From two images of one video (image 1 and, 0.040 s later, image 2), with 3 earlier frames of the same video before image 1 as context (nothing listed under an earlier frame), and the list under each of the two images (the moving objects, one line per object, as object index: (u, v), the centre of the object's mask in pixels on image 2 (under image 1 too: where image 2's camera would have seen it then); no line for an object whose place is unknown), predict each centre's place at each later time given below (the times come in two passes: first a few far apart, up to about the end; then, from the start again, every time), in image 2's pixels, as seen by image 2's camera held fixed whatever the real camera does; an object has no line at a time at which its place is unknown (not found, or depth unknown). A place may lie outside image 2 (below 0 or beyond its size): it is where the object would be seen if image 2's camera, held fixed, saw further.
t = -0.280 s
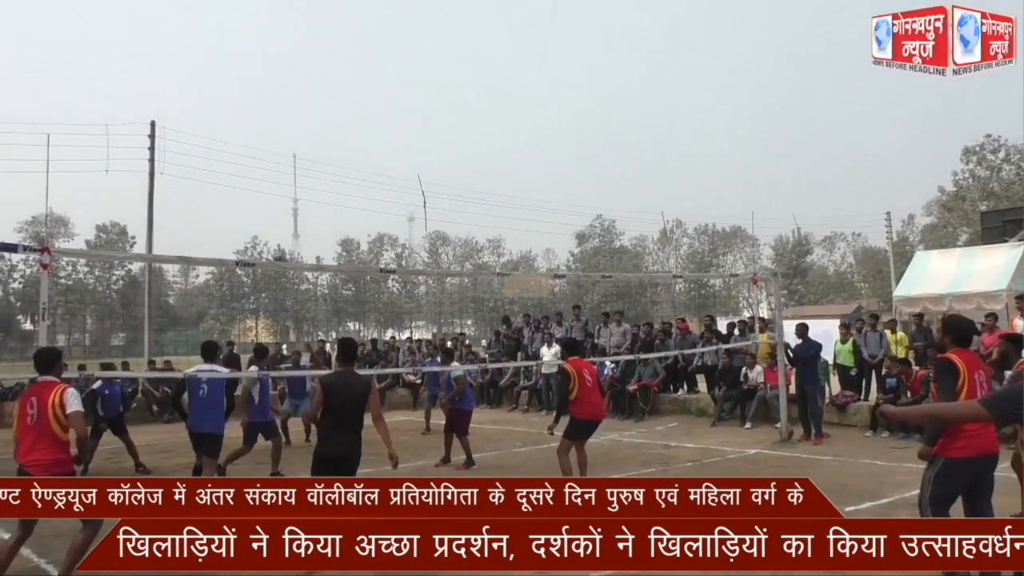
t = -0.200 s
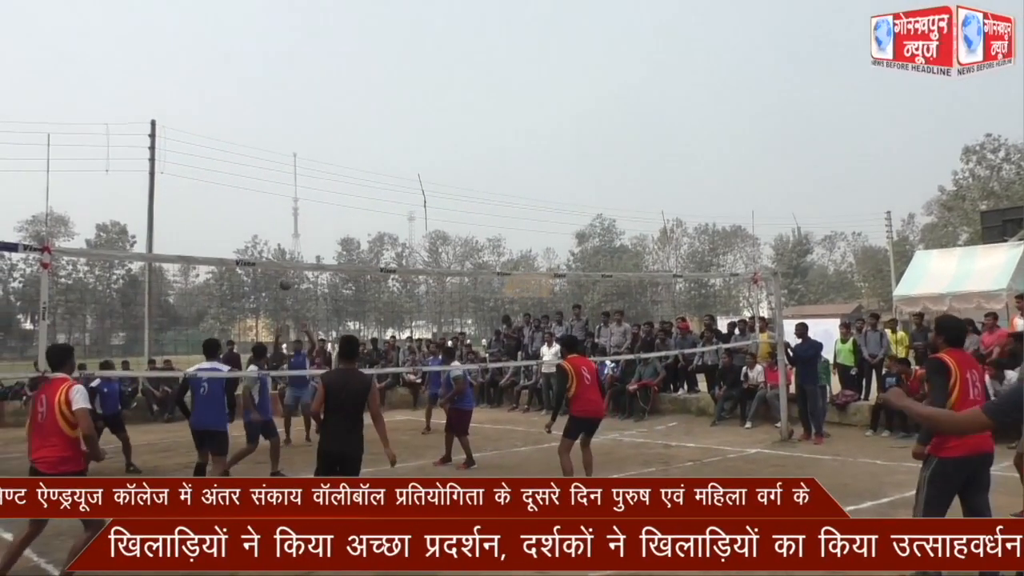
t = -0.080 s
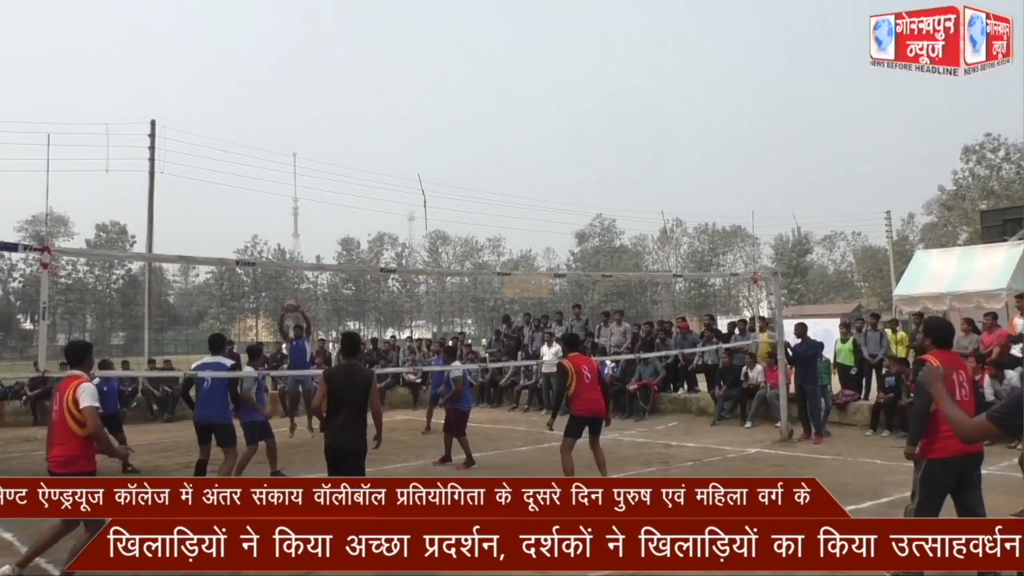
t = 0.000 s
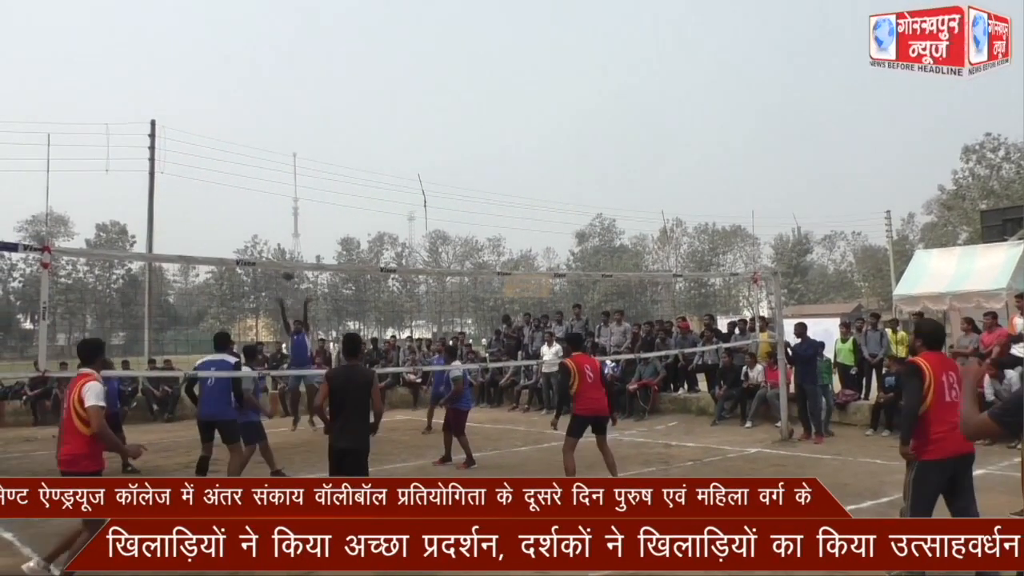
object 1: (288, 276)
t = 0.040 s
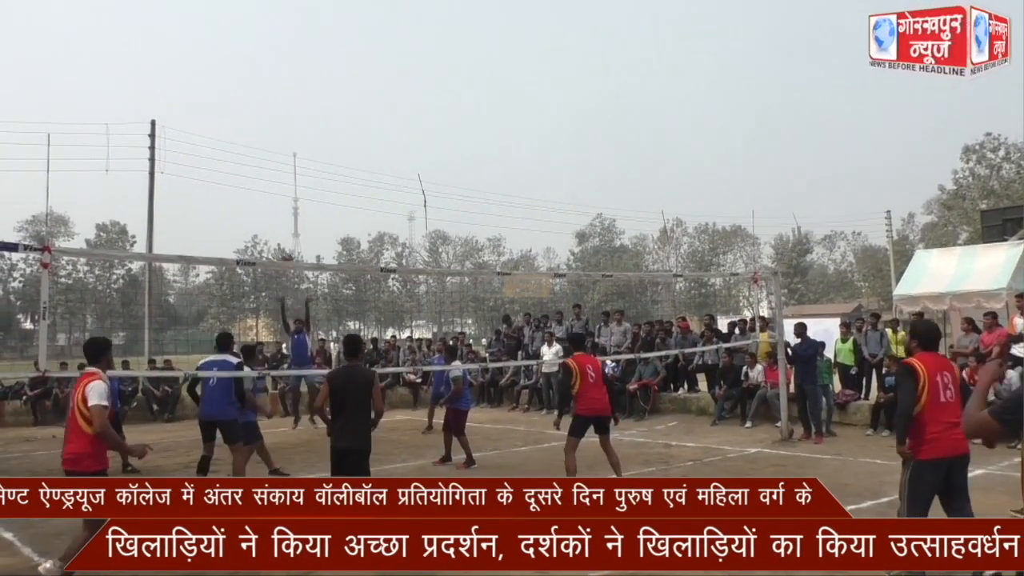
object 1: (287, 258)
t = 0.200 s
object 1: (279, 206)
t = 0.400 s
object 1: (269, 160)
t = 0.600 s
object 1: (258, 138)
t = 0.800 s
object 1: (246, 142)
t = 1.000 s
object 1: (233, 179)
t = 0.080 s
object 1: (284, 244)
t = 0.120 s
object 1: (283, 230)
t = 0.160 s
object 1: (281, 218)
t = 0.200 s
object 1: (279, 206)
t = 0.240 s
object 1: (277, 195)
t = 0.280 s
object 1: (276, 184)
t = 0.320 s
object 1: (273, 175)
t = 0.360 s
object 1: (272, 167)
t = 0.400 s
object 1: (269, 160)
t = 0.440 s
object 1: (267, 153)
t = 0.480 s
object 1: (265, 148)
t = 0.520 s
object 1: (263, 143)
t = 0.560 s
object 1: (260, 140)
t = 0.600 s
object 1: (258, 138)
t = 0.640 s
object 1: (256, 136)
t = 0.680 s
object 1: (253, 136)
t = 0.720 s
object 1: (251, 137)
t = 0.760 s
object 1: (248, 139)
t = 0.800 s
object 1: (246, 142)
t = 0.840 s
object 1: (244, 147)
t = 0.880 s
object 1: (241, 153)
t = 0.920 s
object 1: (238, 160)
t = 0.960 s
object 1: (236, 169)
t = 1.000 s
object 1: (233, 179)
